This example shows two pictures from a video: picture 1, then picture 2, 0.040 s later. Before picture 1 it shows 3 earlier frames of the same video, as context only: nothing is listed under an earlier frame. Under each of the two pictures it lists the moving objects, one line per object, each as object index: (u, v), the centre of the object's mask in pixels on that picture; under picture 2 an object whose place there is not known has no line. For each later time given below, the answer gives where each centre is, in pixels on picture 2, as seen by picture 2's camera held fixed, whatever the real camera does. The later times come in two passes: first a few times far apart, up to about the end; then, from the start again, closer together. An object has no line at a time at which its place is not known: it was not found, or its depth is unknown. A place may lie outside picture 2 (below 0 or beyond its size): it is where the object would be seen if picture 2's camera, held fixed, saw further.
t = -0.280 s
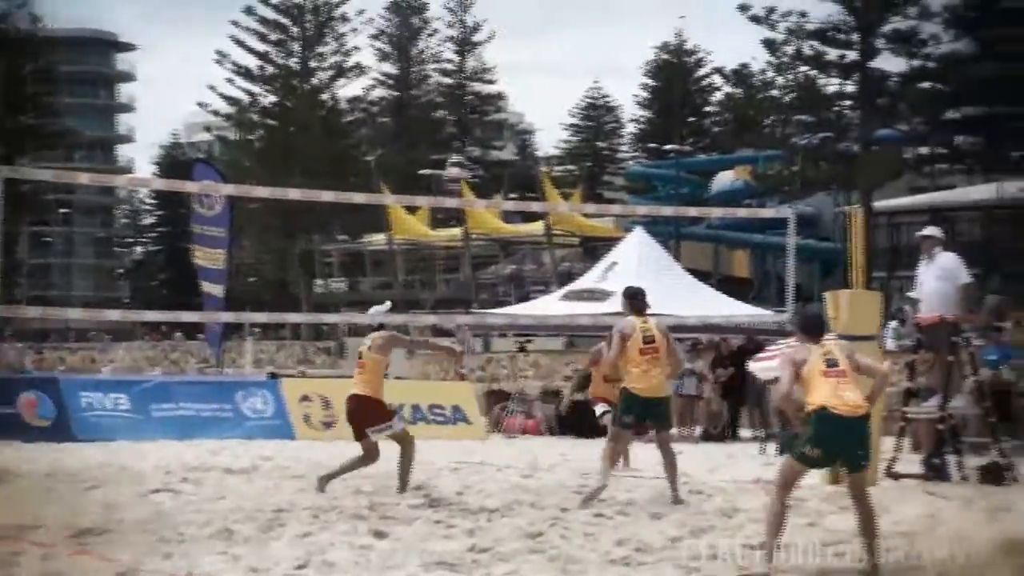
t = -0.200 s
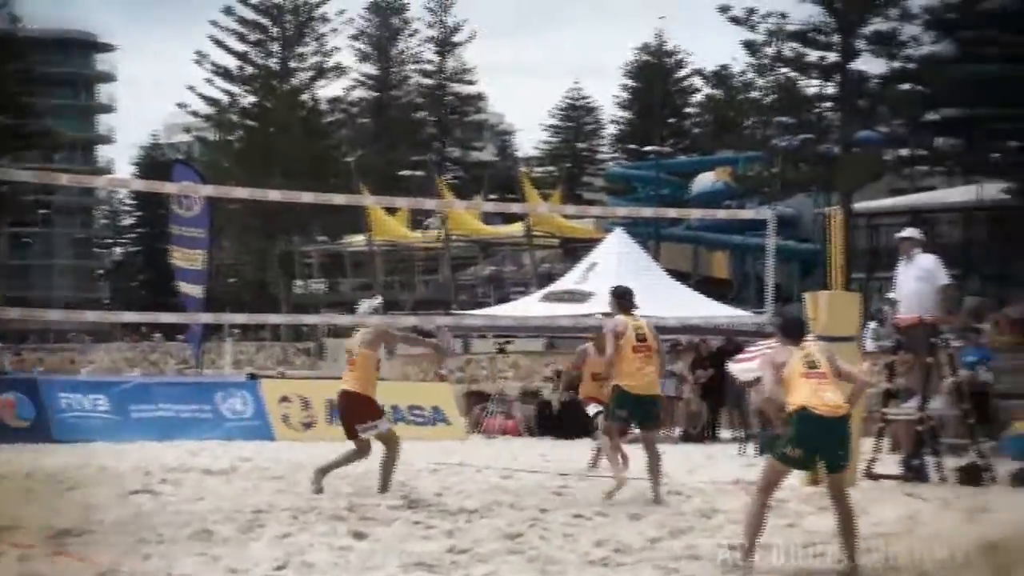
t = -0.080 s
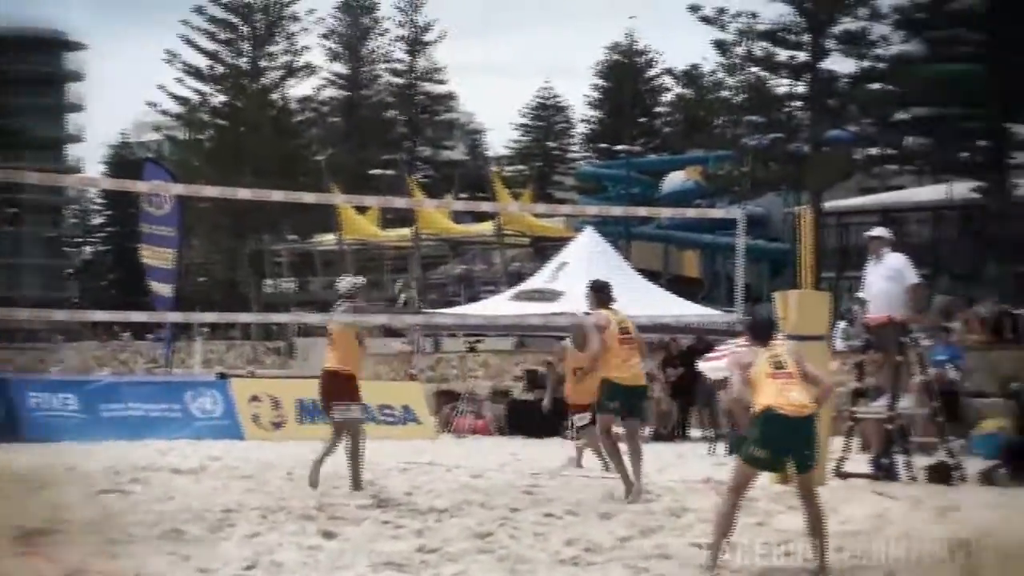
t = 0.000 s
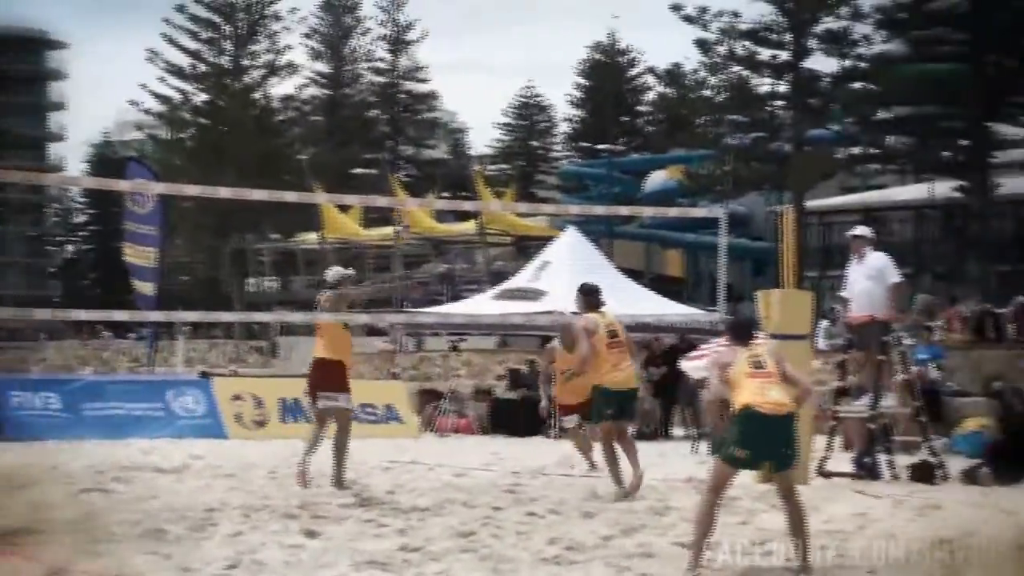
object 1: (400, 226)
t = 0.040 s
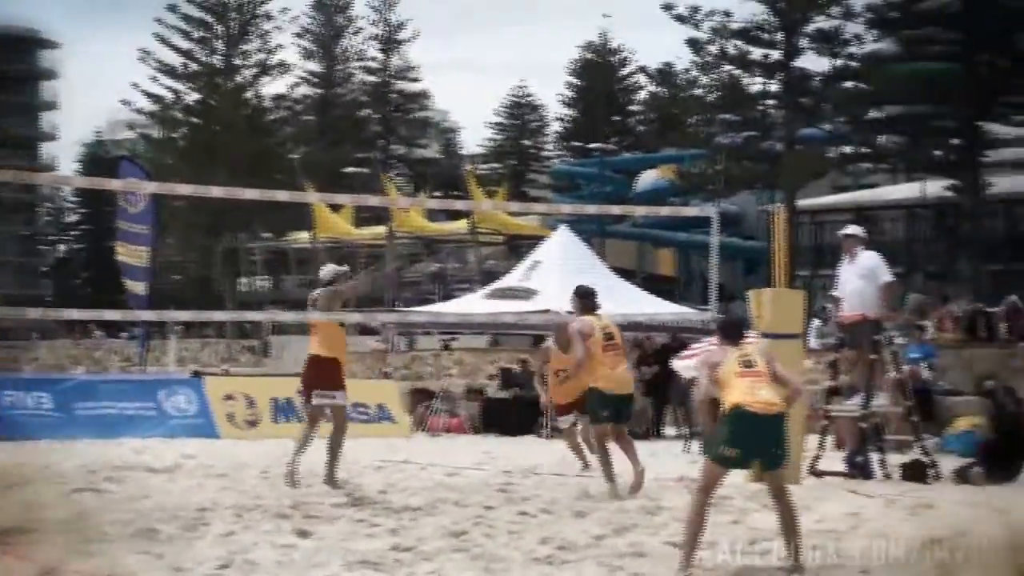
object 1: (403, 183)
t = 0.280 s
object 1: (442, 42)
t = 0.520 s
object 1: (480, -48)
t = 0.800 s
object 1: (519, -66)
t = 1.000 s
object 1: (546, -22)
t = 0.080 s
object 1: (409, 163)
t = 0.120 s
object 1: (413, 131)
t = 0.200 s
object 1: (430, 87)
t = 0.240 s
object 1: (436, 63)
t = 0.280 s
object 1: (442, 42)
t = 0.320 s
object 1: (449, 22)
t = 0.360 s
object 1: (455, 4)
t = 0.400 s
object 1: (460, -12)
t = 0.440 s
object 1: (468, -25)
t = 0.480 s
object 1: (473, -39)
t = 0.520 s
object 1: (480, -48)
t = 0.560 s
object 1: (485, -57)
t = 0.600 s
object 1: (491, -65)
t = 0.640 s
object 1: (496, -69)
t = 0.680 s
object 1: (502, -70)
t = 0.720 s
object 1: (508, -72)
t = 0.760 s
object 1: (514, -69)
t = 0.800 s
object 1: (519, -66)
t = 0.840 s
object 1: (524, -62)
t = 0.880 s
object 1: (530, -54)
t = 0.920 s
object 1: (535, -44)
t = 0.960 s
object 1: (540, -34)
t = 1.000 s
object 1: (546, -22)
